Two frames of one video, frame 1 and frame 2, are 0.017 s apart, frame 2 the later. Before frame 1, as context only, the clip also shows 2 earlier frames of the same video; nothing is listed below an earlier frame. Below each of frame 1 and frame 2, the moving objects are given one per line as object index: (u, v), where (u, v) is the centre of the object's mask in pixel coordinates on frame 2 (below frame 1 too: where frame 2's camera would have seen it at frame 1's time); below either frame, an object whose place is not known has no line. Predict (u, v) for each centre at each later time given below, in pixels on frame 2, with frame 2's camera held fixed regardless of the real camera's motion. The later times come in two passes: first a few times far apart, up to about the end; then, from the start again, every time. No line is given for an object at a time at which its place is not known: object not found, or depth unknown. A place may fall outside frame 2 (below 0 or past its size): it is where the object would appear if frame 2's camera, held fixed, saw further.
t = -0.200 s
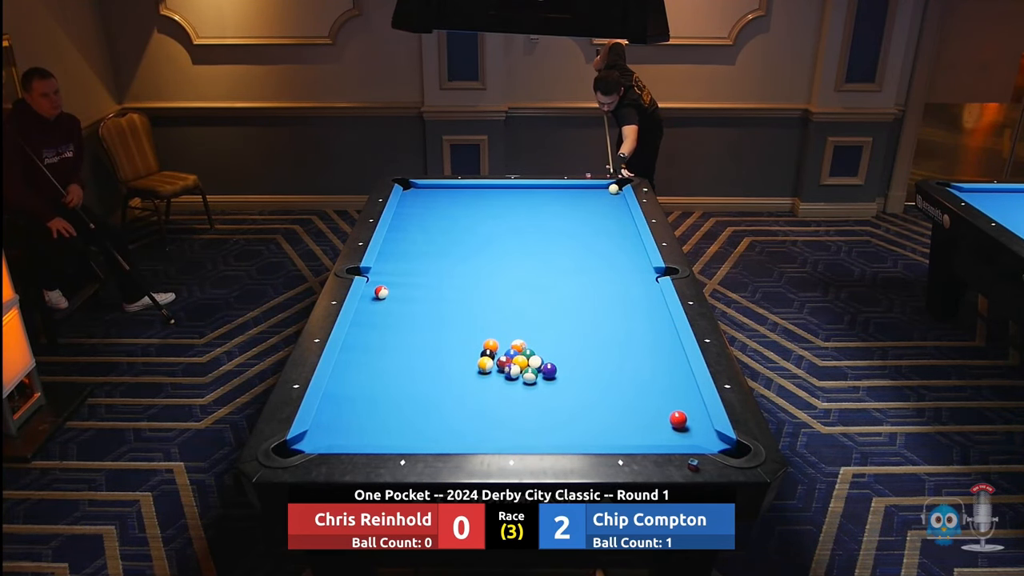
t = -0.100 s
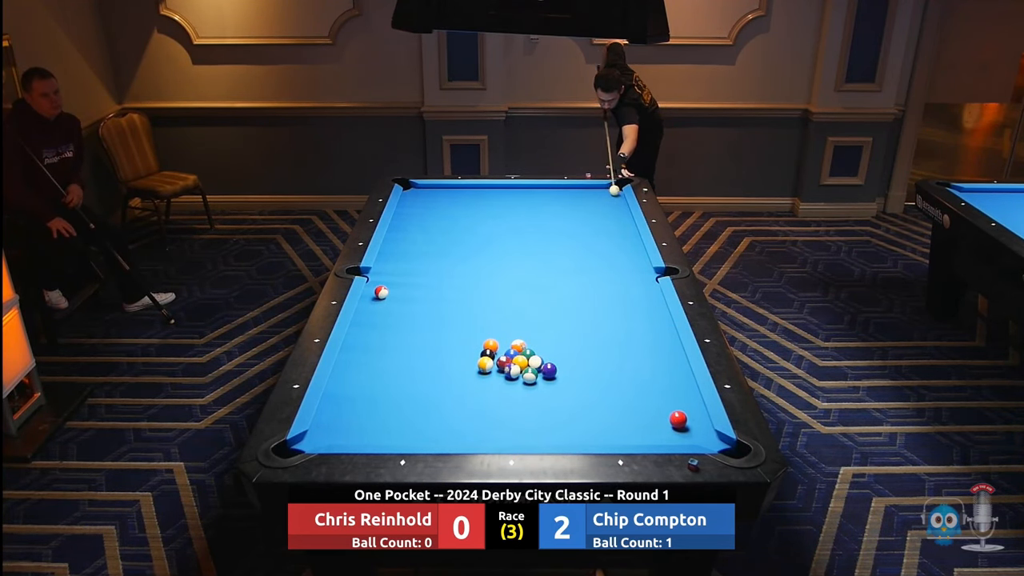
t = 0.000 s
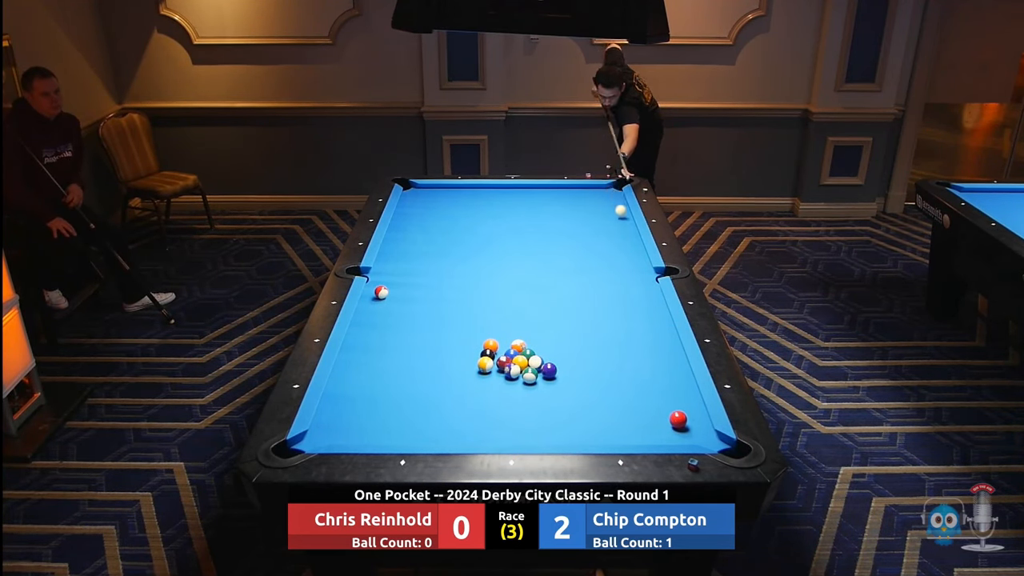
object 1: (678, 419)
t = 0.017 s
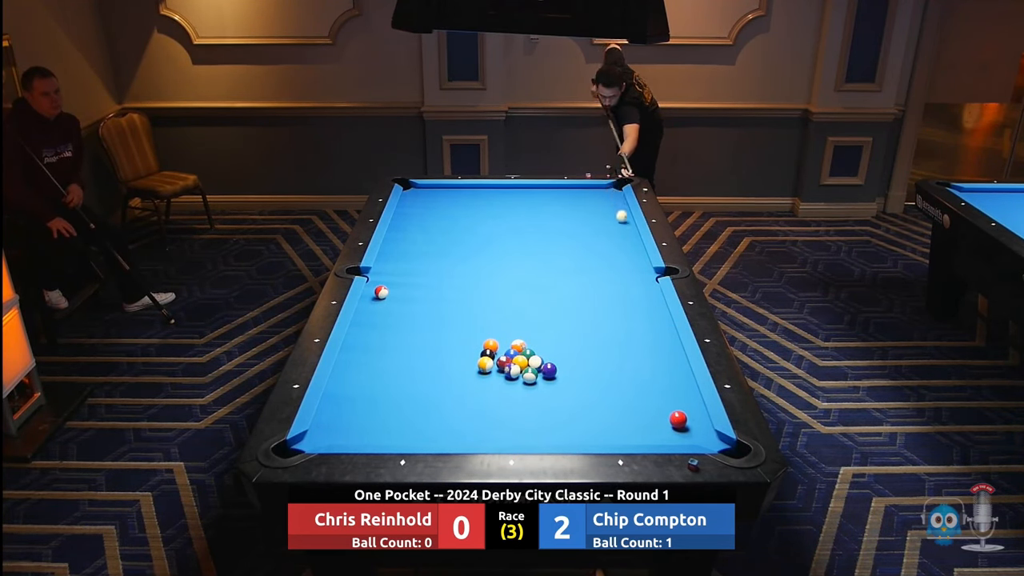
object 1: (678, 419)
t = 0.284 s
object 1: (678, 419)
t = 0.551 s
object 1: (678, 419)
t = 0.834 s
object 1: (646, 393)
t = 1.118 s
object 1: (612, 339)
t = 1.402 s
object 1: (586, 296)
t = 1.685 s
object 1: (565, 262)
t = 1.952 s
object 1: (548, 236)
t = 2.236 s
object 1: (534, 212)
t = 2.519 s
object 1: (521, 192)
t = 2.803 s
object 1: (514, 195)
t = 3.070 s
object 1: (509, 205)
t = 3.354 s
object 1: (504, 217)
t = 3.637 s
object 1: (498, 229)
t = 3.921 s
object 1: (492, 242)
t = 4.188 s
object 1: (486, 254)
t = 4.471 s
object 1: (480, 268)
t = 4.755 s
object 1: (473, 281)
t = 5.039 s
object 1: (466, 296)
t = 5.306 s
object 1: (460, 309)
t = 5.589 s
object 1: (452, 324)
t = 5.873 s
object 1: (445, 339)
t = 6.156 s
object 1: (438, 353)
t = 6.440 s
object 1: (431, 368)
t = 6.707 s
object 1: (424, 383)
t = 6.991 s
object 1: (418, 397)
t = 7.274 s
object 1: (411, 412)
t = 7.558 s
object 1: (404, 426)
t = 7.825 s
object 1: (398, 437)
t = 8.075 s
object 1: (395, 436)
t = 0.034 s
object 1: (678, 419)
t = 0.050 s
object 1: (678, 419)
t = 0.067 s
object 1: (678, 419)
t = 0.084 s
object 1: (678, 419)
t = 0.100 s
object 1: (678, 419)
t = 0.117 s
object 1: (678, 419)
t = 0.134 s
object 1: (678, 419)
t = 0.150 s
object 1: (678, 419)
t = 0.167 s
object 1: (678, 419)
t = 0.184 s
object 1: (678, 419)
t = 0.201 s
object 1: (678, 419)
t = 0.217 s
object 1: (678, 419)
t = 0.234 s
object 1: (678, 419)
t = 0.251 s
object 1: (678, 419)
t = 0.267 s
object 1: (678, 419)
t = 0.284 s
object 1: (678, 419)
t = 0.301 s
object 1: (678, 419)
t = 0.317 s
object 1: (678, 419)
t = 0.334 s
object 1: (678, 419)
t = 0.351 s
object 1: (678, 419)
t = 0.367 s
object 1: (678, 419)
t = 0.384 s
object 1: (678, 419)
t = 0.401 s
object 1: (678, 419)
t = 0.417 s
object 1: (678, 419)
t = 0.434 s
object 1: (678, 419)
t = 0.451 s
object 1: (678, 419)
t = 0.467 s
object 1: (678, 419)
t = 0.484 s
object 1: (678, 419)
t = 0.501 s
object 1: (678, 420)
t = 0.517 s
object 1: (678, 419)
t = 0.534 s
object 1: (678, 419)
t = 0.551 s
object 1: (678, 419)
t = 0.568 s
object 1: (678, 419)
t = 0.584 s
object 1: (678, 419)
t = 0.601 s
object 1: (678, 424)
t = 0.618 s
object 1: (677, 433)
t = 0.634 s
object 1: (676, 438)
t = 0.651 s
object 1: (674, 437)
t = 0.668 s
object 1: (671, 434)
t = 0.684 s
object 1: (668, 430)
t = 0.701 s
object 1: (665, 425)
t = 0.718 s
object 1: (662, 420)
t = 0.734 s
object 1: (660, 416)
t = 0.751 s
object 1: (657, 412)
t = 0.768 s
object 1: (655, 408)
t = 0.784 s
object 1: (652, 404)
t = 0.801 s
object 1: (650, 400)
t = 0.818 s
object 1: (648, 396)
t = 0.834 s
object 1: (646, 393)
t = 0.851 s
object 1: (643, 389)
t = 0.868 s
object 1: (641, 385)
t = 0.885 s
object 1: (639, 382)
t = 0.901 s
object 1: (637, 379)
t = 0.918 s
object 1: (635, 375)
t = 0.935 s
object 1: (633, 372)
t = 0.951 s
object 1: (631, 368)
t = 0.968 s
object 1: (629, 366)
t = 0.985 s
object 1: (627, 363)
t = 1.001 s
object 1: (625, 359)
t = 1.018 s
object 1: (623, 356)
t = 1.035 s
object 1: (621, 353)
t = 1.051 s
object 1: (620, 350)
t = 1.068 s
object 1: (618, 347)
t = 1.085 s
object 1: (616, 344)
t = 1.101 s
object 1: (614, 341)
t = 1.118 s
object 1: (612, 339)
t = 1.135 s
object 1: (611, 335)
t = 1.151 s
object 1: (609, 333)
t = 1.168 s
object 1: (608, 330)
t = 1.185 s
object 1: (605, 328)
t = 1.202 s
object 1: (604, 325)
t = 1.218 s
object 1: (602, 323)
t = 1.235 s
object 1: (601, 320)
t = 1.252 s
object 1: (599, 317)
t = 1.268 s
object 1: (598, 315)
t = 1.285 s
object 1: (596, 313)
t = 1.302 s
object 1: (595, 310)
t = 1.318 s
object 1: (593, 308)
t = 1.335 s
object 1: (592, 305)
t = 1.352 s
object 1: (590, 303)
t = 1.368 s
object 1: (589, 301)
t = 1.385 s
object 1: (588, 298)
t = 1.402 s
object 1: (586, 296)
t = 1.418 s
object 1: (585, 294)
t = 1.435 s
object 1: (584, 292)
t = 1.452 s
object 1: (582, 289)
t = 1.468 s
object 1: (581, 287)
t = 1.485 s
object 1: (580, 285)
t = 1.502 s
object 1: (578, 283)
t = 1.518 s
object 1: (577, 281)
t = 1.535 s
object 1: (576, 279)
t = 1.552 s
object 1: (575, 277)
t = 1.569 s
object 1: (573, 275)
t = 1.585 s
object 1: (572, 273)
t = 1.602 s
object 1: (571, 271)
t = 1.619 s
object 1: (570, 269)
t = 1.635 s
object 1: (569, 268)
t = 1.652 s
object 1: (567, 266)
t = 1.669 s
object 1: (566, 264)
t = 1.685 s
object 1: (565, 262)
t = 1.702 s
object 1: (564, 260)
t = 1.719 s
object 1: (563, 259)
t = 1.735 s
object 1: (562, 257)
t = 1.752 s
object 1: (561, 255)
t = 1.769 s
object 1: (560, 253)
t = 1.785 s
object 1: (558, 252)
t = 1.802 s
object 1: (557, 250)
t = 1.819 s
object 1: (556, 248)
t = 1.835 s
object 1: (555, 247)
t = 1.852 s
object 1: (554, 245)
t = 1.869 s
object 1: (553, 243)
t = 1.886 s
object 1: (552, 242)
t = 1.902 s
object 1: (551, 240)
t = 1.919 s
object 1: (550, 239)
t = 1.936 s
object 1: (549, 237)
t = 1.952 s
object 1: (548, 236)
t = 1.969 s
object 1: (547, 234)
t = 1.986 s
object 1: (547, 233)
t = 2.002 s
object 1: (546, 231)
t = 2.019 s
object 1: (545, 230)
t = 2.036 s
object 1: (544, 228)
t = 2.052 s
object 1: (543, 227)
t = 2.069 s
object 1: (542, 225)
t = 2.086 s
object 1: (541, 224)
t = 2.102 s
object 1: (540, 223)
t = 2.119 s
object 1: (539, 221)
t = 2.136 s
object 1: (538, 220)
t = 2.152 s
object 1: (538, 219)
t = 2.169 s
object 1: (537, 217)
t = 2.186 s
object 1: (536, 216)
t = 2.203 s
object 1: (535, 214)
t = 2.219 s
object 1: (534, 213)
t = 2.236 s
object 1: (534, 212)
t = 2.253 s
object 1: (533, 211)
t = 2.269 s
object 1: (532, 210)
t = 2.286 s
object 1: (531, 208)
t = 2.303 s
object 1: (530, 207)
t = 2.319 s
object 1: (530, 206)
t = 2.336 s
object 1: (529, 204)
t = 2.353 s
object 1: (528, 203)
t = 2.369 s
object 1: (527, 202)
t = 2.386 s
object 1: (527, 201)
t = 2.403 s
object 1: (526, 200)
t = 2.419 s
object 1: (525, 199)
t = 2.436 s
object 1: (524, 198)
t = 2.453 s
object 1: (524, 197)
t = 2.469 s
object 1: (523, 196)
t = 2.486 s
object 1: (522, 195)
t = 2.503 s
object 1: (522, 193)
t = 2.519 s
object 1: (521, 192)
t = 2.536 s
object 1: (520, 191)
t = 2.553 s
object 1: (520, 190)
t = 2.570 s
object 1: (519, 189)
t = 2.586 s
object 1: (518, 188)
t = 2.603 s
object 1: (517, 187)
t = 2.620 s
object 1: (517, 187)
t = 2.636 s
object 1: (517, 188)
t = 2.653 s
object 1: (517, 188)
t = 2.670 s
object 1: (516, 189)
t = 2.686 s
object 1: (516, 190)
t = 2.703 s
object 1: (516, 191)
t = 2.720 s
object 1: (516, 191)
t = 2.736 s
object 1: (515, 192)
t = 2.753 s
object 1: (515, 193)
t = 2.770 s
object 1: (515, 193)
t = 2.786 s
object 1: (514, 194)
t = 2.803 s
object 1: (514, 195)
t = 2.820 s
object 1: (514, 195)
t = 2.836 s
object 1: (514, 196)
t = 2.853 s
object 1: (513, 197)
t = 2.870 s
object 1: (513, 197)
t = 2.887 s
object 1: (512, 198)
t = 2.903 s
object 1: (512, 199)
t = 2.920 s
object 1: (512, 199)
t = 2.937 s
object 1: (512, 200)
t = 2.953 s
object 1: (511, 201)
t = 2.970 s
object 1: (511, 201)
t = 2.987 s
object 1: (511, 202)
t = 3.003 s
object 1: (511, 203)
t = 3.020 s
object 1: (510, 203)
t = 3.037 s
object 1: (510, 204)
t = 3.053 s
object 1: (510, 205)
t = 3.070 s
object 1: (509, 205)
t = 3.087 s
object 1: (509, 206)
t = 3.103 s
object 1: (509, 206)
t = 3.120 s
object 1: (508, 207)
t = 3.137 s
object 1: (508, 208)
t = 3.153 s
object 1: (508, 209)
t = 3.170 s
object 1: (507, 210)
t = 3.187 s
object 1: (507, 210)
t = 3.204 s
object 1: (507, 211)
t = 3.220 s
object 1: (506, 212)
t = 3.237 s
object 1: (506, 212)
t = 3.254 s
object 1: (506, 213)
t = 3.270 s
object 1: (506, 214)
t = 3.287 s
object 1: (505, 214)
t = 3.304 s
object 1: (505, 215)
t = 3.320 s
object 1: (504, 216)
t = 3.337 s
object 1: (504, 216)
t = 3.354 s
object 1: (504, 217)
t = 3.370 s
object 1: (503, 218)
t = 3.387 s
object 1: (503, 219)
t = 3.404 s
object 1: (503, 219)
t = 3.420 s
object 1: (502, 220)
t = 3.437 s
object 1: (502, 221)
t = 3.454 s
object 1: (502, 221)
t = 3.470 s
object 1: (501, 222)
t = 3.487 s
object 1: (501, 223)
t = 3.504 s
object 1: (501, 224)
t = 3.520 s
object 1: (500, 224)
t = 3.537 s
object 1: (500, 225)
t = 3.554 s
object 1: (500, 226)
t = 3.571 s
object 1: (499, 226)
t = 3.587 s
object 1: (499, 227)
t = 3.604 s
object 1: (499, 228)
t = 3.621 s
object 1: (498, 229)
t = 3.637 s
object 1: (498, 229)
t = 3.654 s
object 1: (497, 230)
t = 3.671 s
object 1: (497, 231)
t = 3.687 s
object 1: (497, 232)
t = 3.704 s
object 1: (496, 232)
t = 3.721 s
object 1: (496, 233)
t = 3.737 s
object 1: (496, 234)
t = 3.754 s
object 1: (495, 234)
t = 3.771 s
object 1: (495, 235)
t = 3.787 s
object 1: (495, 236)
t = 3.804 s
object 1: (494, 236)
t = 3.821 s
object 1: (494, 237)
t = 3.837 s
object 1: (494, 238)
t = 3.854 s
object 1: (493, 239)
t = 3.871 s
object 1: (493, 240)
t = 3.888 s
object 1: (492, 240)
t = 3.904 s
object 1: (492, 241)
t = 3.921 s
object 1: (492, 242)
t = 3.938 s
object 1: (492, 243)
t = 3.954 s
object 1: (491, 243)
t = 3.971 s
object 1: (491, 244)
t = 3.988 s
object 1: (490, 245)
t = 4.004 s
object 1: (490, 246)
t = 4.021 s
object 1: (490, 247)
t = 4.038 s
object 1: (489, 247)
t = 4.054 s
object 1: (489, 248)
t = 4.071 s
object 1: (488, 249)
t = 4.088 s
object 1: (488, 249)
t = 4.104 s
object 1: (488, 250)
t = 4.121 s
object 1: (487, 251)
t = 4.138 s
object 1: (487, 252)
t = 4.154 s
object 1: (487, 253)
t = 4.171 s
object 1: (486, 253)
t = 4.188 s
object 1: (486, 254)
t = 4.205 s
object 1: (486, 255)
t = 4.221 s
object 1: (485, 256)
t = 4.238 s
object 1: (485, 256)
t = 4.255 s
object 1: (484, 257)
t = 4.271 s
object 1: (484, 258)
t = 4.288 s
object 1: (484, 259)
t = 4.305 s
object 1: (483, 260)
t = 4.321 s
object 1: (483, 260)
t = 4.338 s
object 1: (482, 261)
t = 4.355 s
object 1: (482, 262)
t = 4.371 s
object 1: (482, 263)
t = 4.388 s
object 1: (481, 264)
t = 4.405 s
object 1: (481, 264)
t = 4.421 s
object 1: (481, 265)
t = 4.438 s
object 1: (480, 266)
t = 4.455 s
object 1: (480, 267)
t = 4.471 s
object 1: (480, 268)
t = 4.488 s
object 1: (479, 268)
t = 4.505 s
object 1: (479, 269)
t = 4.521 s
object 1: (478, 270)
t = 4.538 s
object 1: (478, 271)
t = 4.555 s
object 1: (478, 272)
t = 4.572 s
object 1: (477, 272)
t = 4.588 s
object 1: (477, 273)
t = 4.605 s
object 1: (476, 274)
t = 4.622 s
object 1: (476, 275)
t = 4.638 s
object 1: (476, 275)
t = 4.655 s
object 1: (475, 276)
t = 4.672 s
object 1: (475, 277)
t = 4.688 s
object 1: (474, 278)
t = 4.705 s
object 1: (474, 279)
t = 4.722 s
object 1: (474, 280)
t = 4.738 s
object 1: (473, 281)
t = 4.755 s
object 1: (473, 281)
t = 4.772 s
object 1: (473, 282)
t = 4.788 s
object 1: (472, 283)
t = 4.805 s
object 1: (472, 284)
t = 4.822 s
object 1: (471, 285)
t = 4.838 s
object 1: (471, 286)
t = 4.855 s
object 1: (470, 286)
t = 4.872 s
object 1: (470, 287)
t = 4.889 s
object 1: (470, 288)
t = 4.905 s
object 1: (469, 289)
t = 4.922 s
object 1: (469, 290)
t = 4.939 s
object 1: (469, 290)
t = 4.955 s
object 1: (468, 291)
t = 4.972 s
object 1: (468, 292)
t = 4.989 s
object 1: (467, 293)
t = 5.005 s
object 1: (467, 294)
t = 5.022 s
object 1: (467, 295)
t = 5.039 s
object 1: (466, 296)
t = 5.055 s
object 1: (466, 296)
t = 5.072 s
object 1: (465, 297)
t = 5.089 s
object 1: (465, 298)
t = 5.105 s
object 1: (465, 299)
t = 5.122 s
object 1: (464, 300)
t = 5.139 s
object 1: (464, 301)
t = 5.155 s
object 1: (463, 301)
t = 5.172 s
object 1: (463, 302)
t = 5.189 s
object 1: (462, 303)
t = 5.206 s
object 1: (462, 304)
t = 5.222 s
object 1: (462, 305)
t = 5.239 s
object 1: (461, 306)
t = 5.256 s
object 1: (461, 306)
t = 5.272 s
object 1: (461, 307)
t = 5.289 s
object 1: (460, 308)
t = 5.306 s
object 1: (460, 309)
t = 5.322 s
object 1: (459, 310)
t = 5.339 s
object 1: (459, 311)
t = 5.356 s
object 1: (458, 311)
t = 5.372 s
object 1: (458, 312)
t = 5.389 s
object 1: (458, 313)
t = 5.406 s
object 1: (457, 314)
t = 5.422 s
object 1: (457, 315)
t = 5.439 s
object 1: (456, 316)
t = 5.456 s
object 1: (456, 317)
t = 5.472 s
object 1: (455, 318)
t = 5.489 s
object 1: (455, 318)
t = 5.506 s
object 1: (455, 319)
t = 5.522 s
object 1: (454, 320)
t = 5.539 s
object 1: (454, 321)
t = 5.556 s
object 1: (453, 322)
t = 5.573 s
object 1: (453, 323)
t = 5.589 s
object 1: (452, 324)
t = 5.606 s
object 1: (452, 325)
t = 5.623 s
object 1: (452, 325)
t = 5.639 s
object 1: (451, 326)
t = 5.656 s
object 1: (451, 327)
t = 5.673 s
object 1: (450, 328)
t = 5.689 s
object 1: (450, 329)
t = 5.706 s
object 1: (449, 330)
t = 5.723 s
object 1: (449, 331)
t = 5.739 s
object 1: (449, 332)
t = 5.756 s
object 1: (448, 332)
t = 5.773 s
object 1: (448, 333)
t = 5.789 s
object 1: (447, 334)
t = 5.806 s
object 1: (447, 335)
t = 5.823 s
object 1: (447, 336)
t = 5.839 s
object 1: (446, 337)
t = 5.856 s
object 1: (446, 338)
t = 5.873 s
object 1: (445, 339)
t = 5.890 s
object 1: (445, 339)
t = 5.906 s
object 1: (444, 340)
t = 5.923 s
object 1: (444, 341)
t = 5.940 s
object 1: (444, 342)
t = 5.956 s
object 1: (443, 343)
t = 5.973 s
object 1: (443, 344)
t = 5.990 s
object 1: (442, 345)
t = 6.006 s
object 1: (442, 346)
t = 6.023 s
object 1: (442, 347)
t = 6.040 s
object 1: (441, 347)
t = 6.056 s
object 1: (441, 348)
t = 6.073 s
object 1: (440, 349)
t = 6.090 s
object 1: (440, 350)
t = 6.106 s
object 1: (439, 351)
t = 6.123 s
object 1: (439, 352)
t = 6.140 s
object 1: (439, 353)
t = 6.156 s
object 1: (438, 353)
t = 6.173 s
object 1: (438, 355)
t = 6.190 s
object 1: (437, 355)
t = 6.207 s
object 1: (437, 356)
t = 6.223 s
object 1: (437, 357)
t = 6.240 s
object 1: (436, 358)
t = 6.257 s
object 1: (436, 359)
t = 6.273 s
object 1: (435, 360)
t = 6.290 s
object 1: (435, 361)
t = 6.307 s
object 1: (434, 361)
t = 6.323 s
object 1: (434, 362)
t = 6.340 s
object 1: (434, 363)
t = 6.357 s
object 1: (433, 365)
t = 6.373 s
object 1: (433, 365)
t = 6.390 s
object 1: (432, 366)
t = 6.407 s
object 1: (432, 367)
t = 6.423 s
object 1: (431, 368)
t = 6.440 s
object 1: (431, 368)
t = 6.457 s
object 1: (431, 370)
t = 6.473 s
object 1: (430, 371)
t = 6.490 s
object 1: (430, 371)
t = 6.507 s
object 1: (429, 372)
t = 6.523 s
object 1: (429, 373)
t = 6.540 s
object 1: (429, 374)
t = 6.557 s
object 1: (428, 375)
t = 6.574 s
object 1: (428, 376)
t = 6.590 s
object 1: (427, 376)
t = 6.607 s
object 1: (427, 377)
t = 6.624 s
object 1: (426, 378)
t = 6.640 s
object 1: (426, 379)
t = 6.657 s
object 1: (425, 380)
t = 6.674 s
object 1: (425, 381)
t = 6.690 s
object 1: (425, 382)
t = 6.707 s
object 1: (424, 383)
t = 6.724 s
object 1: (424, 384)
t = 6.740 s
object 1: (423, 385)
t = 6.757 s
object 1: (423, 386)
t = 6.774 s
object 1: (423, 386)
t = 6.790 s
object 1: (422, 387)
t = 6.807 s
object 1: (422, 388)
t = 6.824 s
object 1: (421, 389)
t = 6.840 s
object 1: (421, 390)
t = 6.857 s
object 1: (421, 391)
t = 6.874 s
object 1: (420, 392)
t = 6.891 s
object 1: (420, 392)
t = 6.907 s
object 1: (419, 393)
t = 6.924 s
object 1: (419, 394)
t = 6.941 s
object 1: (419, 395)
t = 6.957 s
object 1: (418, 396)
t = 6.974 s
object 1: (418, 397)
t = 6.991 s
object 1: (418, 397)
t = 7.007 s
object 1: (417, 398)
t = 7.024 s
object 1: (417, 399)
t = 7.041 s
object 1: (416, 400)
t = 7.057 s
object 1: (416, 401)
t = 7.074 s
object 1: (416, 402)
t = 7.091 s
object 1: (415, 403)
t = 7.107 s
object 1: (415, 404)
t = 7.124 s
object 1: (415, 404)
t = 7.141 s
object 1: (414, 405)
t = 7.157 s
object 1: (414, 406)
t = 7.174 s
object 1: (413, 407)
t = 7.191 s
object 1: (413, 408)
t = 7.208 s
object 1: (412, 409)
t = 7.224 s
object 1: (412, 410)
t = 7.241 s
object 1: (412, 410)
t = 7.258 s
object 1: (411, 411)
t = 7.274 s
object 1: (411, 412)
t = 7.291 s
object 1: (411, 413)
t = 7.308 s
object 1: (410, 414)
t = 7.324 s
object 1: (410, 414)
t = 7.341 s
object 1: (409, 415)
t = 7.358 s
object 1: (409, 416)
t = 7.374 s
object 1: (409, 417)
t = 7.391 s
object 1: (408, 418)
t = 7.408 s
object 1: (408, 419)
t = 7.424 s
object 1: (408, 419)
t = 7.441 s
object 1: (407, 420)
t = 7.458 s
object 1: (407, 421)
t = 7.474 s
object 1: (406, 422)
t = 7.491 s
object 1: (406, 423)
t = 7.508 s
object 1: (405, 424)
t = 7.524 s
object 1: (405, 424)
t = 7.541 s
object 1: (405, 425)
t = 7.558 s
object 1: (404, 426)
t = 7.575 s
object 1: (404, 427)
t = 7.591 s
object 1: (404, 427)
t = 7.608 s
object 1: (403, 428)
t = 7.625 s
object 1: (403, 429)
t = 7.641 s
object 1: (402, 429)
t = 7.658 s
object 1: (402, 430)
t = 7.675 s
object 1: (402, 431)
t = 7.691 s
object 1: (401, 432)
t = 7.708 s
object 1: (400, 433)
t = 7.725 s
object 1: (400, 433)
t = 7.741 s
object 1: (400, 434)
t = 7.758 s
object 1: (399, 435)
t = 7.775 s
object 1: (399, 435)
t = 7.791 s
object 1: (399, 436)
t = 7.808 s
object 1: (398, 436)
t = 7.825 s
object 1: (398, 437)
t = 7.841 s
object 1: (397, 437)
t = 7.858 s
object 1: (397, 437)
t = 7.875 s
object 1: (396, 438)
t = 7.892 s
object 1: (396, 438)
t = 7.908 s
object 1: (396, 438)
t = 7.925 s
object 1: (396, 438)
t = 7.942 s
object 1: (396, 438)
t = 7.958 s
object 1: (396, 438)
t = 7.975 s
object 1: (396, 438)
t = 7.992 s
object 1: (395, 437)
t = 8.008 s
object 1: (395, 437)
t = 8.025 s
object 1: (395, 437)
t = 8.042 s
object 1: (395, 436)
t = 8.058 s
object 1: (395, 436)
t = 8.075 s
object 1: (395, 436)
